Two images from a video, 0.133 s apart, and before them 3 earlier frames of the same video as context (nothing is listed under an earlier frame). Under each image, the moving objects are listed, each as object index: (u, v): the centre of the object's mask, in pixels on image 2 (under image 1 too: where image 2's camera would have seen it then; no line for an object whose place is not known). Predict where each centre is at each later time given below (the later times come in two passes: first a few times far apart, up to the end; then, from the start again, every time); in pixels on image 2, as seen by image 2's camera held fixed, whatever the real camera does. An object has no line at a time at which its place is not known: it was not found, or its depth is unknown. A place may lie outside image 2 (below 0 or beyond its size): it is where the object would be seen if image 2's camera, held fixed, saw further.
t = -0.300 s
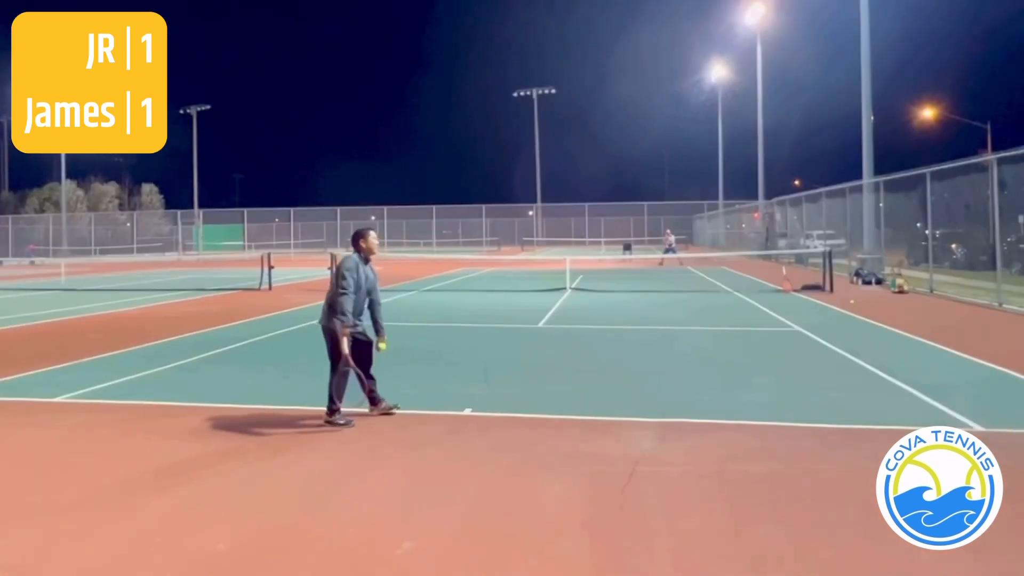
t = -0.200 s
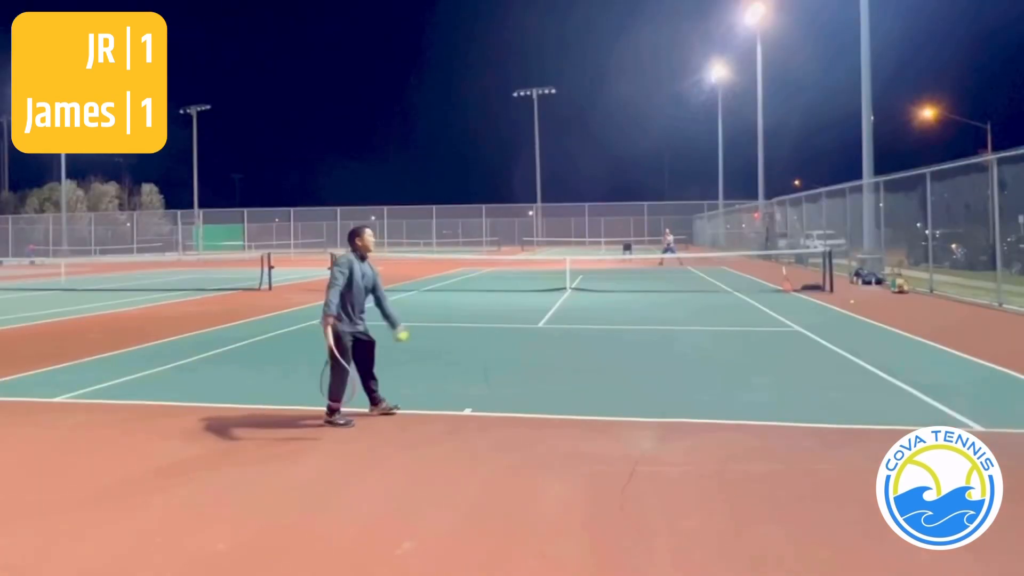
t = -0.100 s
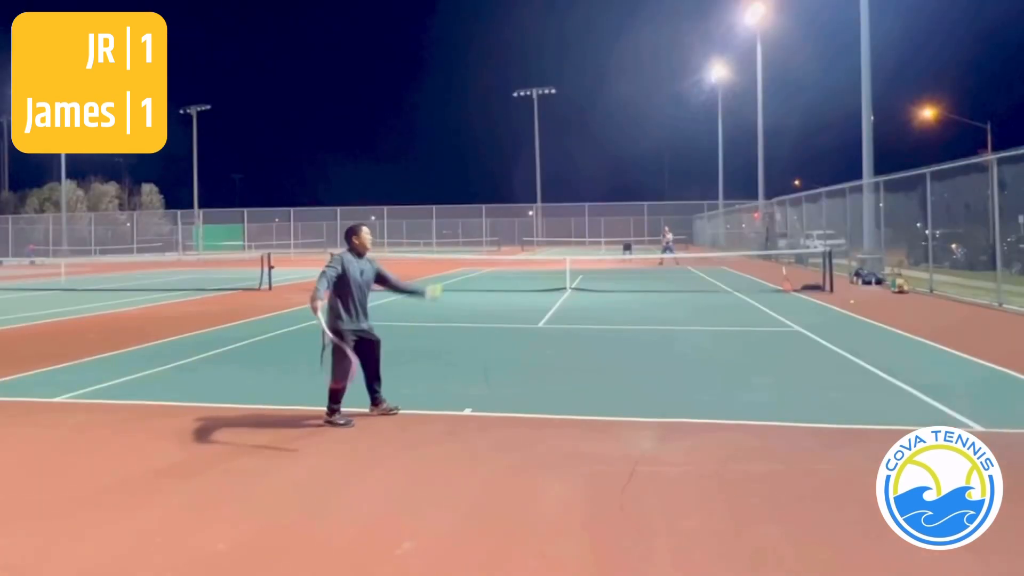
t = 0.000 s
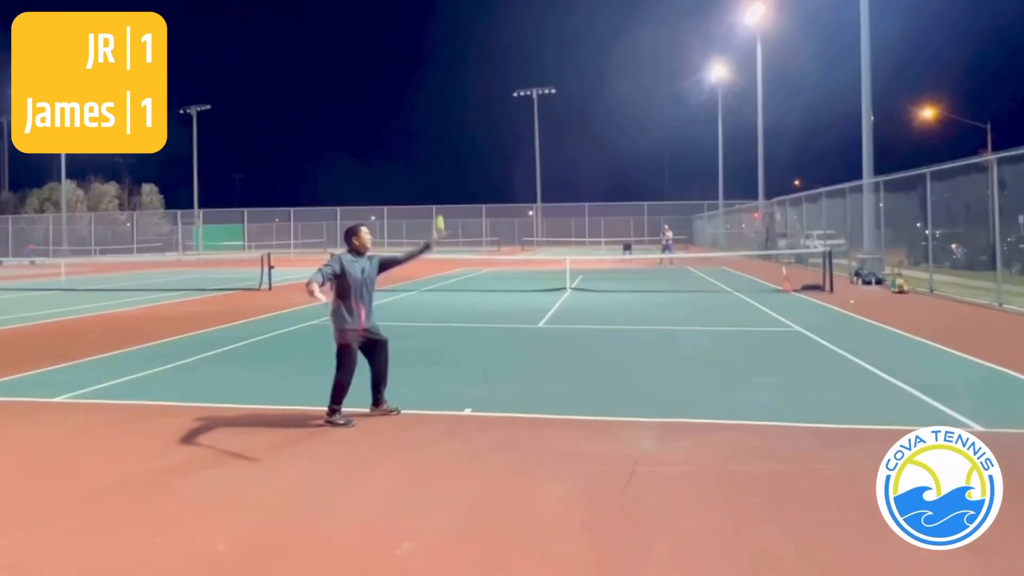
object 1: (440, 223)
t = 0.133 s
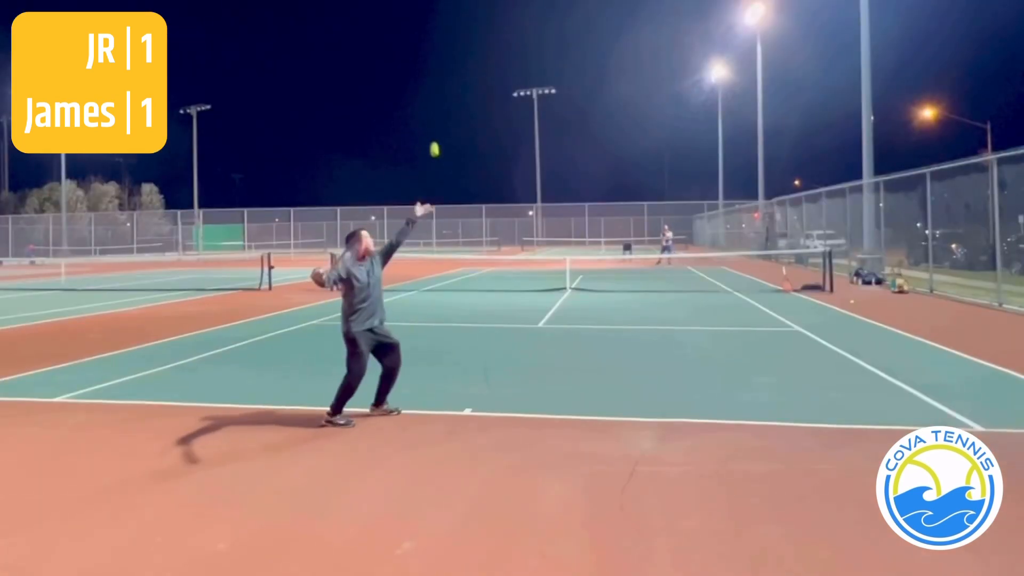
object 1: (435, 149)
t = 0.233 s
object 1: (431, 108)
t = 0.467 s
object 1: (422, 59)
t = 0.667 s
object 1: (417, 65)
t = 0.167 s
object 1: (434, 134)
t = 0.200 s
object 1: (432, 121)
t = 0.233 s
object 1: (431, 108)
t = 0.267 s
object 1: (429, 97)
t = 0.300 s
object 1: (428, 88)
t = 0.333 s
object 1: (427, 80)
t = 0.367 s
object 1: (426, 73)
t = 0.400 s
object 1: (425, 67)
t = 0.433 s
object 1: (423, 62)
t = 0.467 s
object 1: (422, 59)
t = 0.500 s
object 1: (421, 57)
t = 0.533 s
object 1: (420, 56)
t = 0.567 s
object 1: (419, 56)
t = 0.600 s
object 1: (419, 59)
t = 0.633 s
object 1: (418, 61)
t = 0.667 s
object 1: (417, 65)
